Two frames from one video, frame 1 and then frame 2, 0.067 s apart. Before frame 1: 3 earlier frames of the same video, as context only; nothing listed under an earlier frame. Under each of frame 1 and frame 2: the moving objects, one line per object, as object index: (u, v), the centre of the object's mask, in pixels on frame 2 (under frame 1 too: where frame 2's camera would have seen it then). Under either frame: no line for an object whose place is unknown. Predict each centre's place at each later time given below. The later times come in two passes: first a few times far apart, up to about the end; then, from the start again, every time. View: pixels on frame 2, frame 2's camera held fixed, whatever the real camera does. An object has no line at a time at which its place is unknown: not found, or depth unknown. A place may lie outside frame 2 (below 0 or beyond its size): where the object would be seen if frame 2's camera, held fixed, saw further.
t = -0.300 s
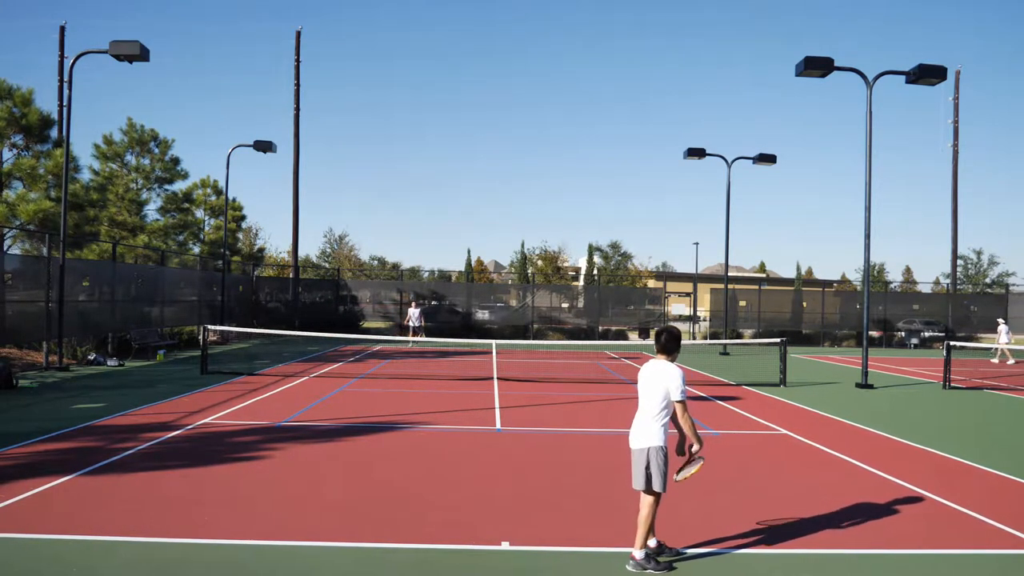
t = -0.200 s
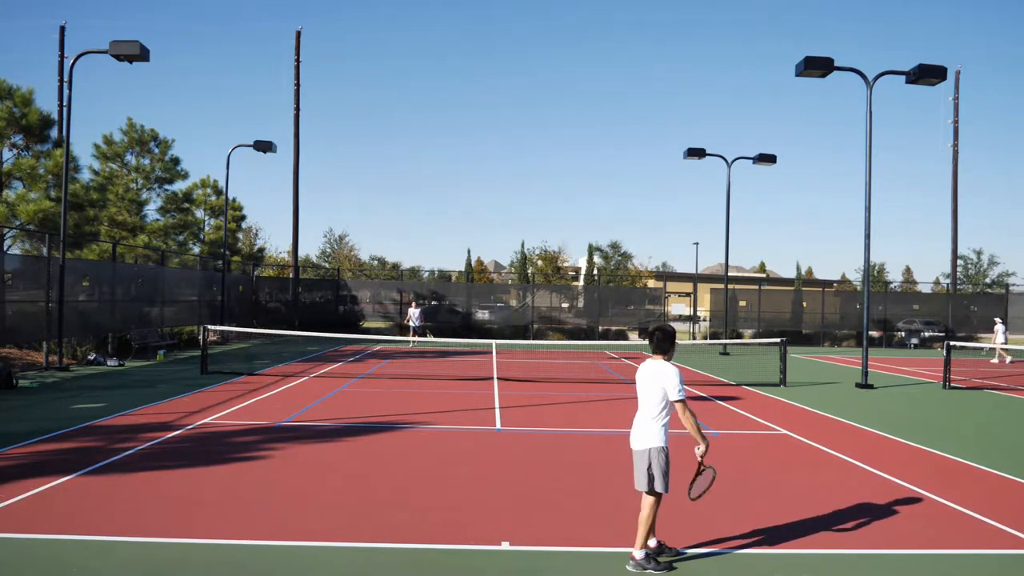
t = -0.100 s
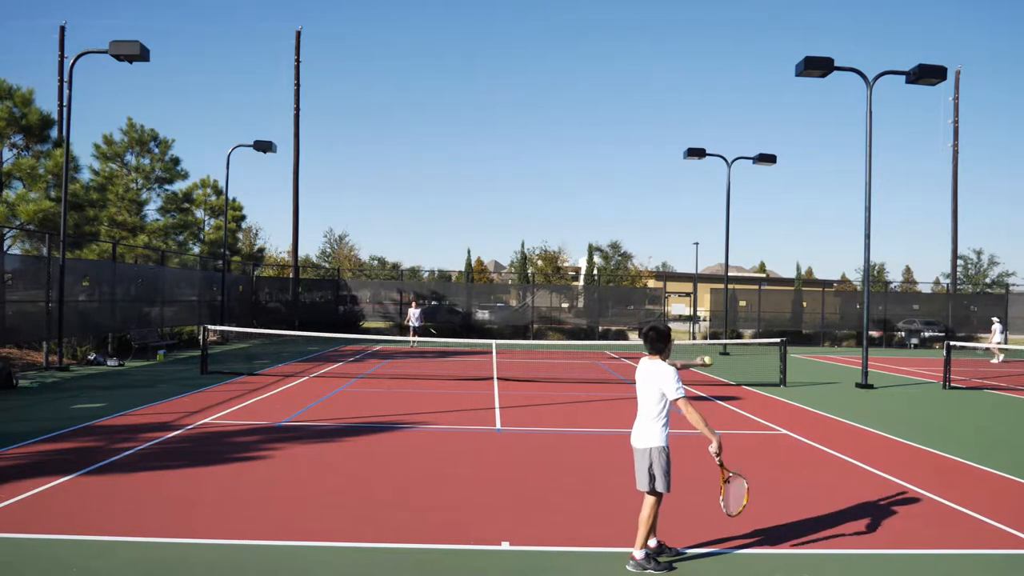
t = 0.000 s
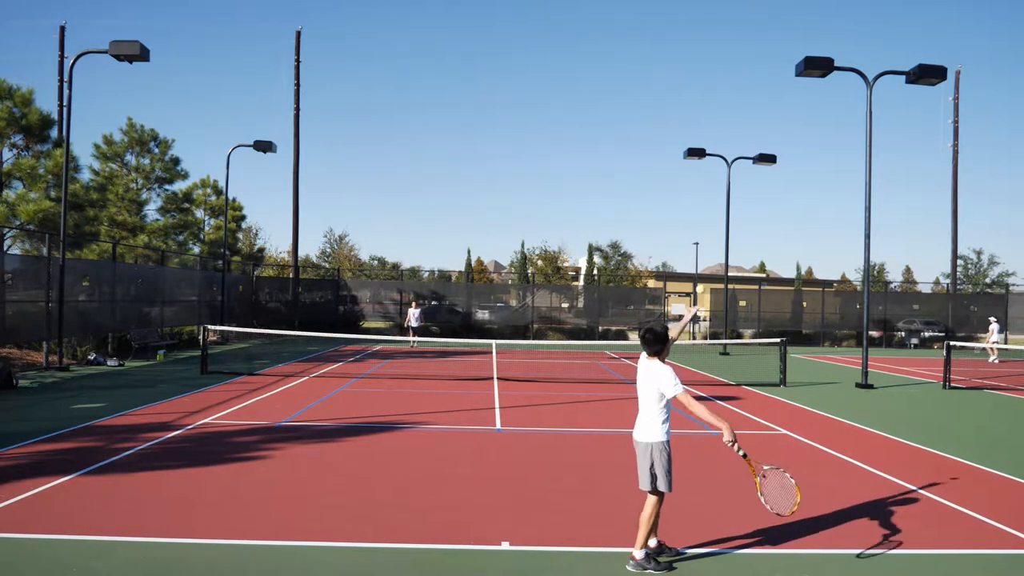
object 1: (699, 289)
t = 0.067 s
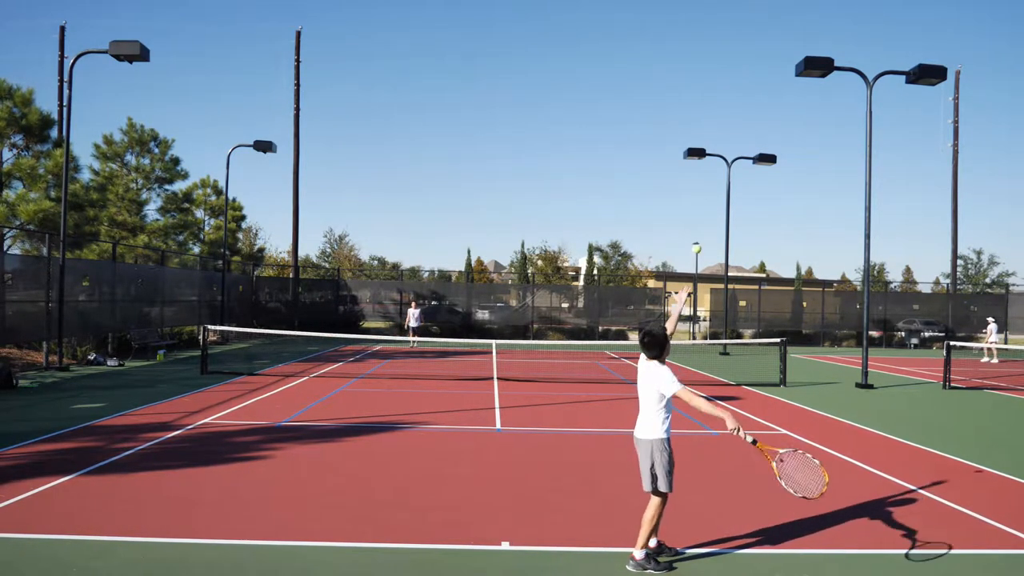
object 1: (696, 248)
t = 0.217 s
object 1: (686, 180)
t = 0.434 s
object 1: (671, 132)
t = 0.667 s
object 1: (653, 148)
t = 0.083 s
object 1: (695, 240)
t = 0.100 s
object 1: (694, 231)
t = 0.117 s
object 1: (693, 222)
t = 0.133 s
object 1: (692, 214)
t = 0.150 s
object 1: (691, 207)
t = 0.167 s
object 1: (689, 199)
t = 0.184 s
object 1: (688, 192)
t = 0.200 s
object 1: (688, 185)
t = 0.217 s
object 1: (686, 180)
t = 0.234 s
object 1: (685, 174)
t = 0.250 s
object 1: (684, 168)
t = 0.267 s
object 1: (683, 164)
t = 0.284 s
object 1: (681, 159)
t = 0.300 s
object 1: (680, 154)
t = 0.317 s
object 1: (679, 150)
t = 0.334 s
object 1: (678, 147)
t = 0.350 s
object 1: (677, 143)
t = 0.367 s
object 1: (675, 140)
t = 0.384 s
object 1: (674, 137)
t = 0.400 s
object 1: (673, 135)
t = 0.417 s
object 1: (672, 133)
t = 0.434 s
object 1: (671, 132)
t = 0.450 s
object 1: (670, 131)
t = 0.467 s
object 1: (669, 130)
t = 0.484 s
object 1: (667, 130)
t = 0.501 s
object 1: (666, 130)
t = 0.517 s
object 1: (665, 130)
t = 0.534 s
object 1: (663, 131)
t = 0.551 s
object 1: (662, 132)
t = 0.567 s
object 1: (661, 133)
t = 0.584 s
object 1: (660, 134)
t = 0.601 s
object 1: (658, 136)
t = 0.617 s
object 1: (657, 139)
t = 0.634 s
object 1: (656, 142)
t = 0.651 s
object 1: (655, 145)
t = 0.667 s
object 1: (653, 148)
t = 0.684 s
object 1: (652, 152)
